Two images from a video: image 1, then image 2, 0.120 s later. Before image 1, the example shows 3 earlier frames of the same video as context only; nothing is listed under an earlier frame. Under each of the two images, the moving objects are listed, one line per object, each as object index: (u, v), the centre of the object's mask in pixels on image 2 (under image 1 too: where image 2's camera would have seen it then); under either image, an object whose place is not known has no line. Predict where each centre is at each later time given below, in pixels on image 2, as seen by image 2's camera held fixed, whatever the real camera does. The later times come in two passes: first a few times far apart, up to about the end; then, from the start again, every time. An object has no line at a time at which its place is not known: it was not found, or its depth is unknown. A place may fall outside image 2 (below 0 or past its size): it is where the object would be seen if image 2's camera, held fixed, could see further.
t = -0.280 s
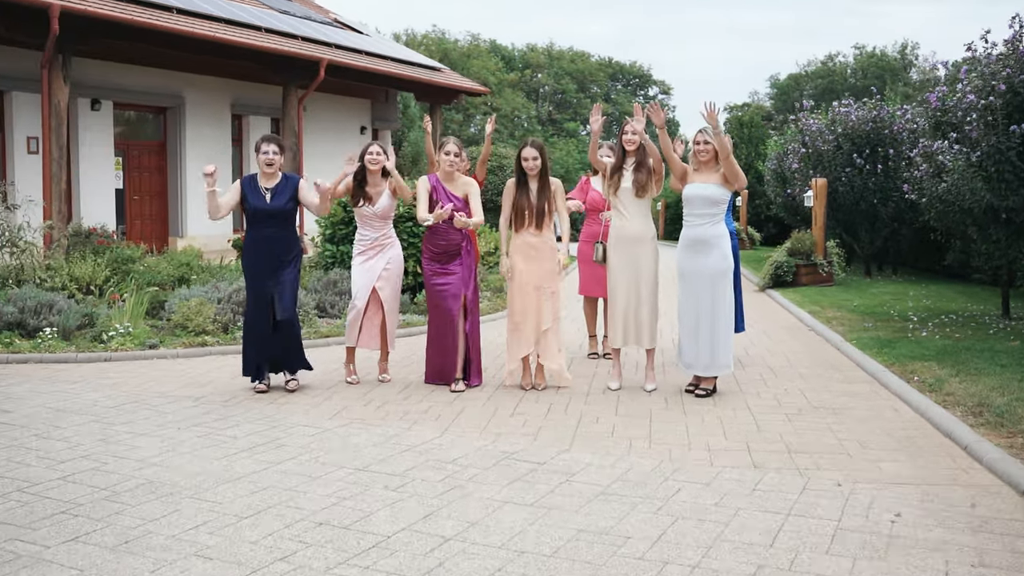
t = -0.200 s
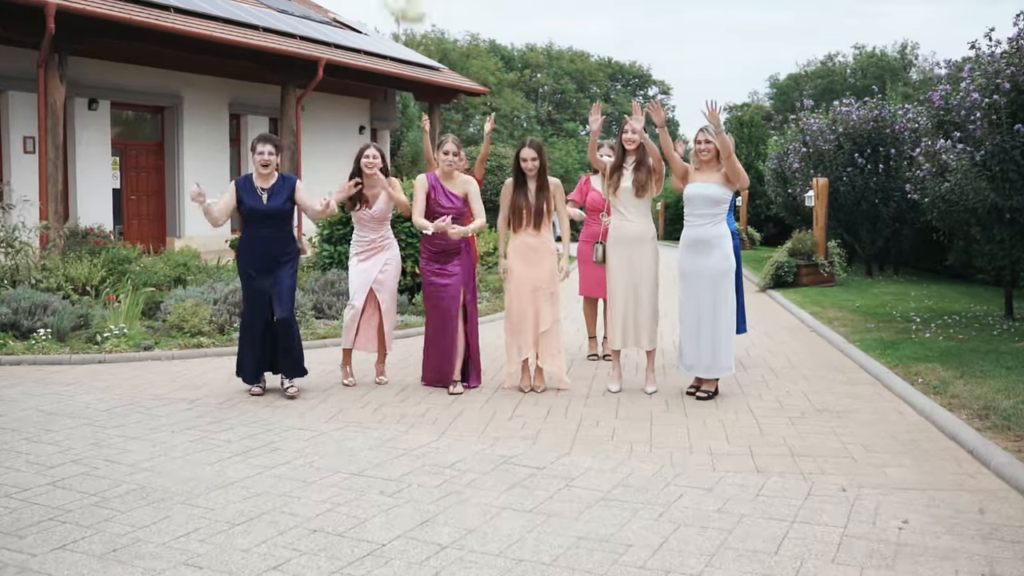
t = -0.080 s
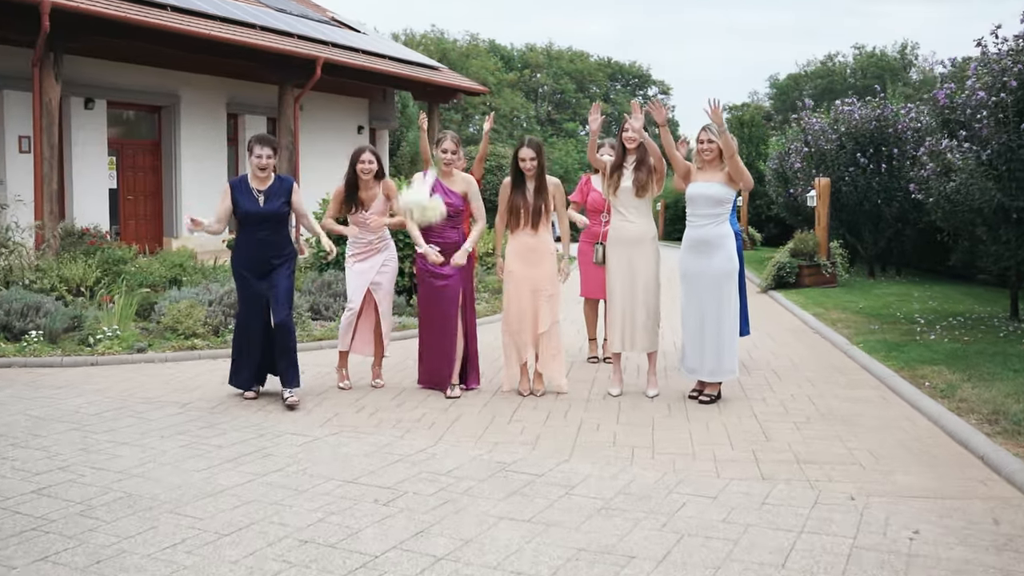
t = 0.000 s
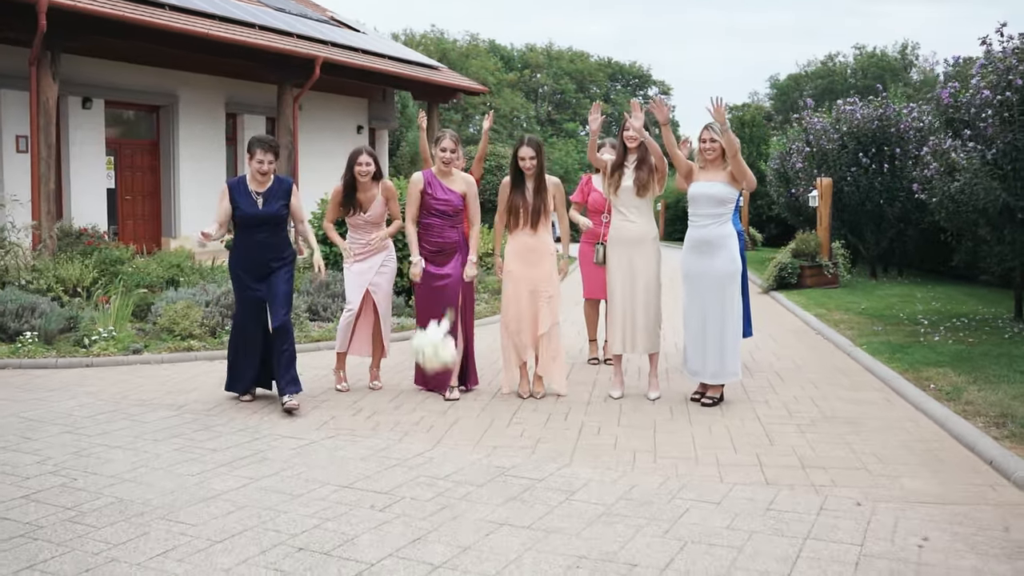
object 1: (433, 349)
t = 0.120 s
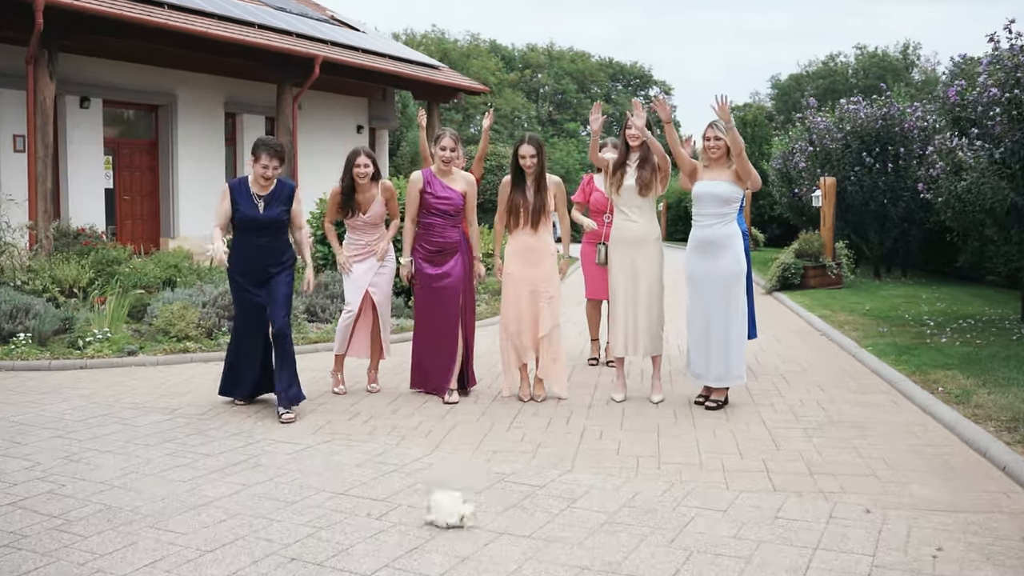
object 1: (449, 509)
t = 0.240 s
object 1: (456, 479)
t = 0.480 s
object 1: (464, 472)
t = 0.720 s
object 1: (479, 486)
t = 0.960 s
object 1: (476, 486)
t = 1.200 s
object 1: (475, 489)
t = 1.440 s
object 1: (475, 489)
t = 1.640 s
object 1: (475, 489)
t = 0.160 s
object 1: (452, 497)
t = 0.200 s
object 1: (453, 487)
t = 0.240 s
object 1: (456, 479)
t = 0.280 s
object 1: (458, 475)
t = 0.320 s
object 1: (458, 474)
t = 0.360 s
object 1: (458, 474)
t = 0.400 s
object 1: (459, 474)
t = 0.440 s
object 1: (463, 472)
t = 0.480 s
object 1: (464, 472)
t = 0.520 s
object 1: (467, 473)
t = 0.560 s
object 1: (470, 476)
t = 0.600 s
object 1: (473, 480)
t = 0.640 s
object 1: (477, 488)
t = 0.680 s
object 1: (478, 489)
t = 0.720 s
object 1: (479, 486)
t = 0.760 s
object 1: (478, 483)
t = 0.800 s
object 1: (477, 483)
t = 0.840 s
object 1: (478, 485)
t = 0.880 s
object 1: (477, 485)
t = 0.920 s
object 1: (477, 486)
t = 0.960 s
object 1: (476, 486)
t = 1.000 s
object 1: (476, 487)
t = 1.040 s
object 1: (476, 488)
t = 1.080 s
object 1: (475, 489)
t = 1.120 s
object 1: (475, 489)
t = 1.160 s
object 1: (475, 489)
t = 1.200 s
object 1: (475, 489)
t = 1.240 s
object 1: (475, 489)
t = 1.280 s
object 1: (475, 489)
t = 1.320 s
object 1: (475, 489)
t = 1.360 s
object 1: (475, 489)
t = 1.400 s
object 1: (475, 489)
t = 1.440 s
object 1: (475, 489)
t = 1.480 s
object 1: (475, 489)
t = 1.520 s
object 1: (475, 489)
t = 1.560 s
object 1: (475, 489)
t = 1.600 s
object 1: (475, 489)
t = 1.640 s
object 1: (475, 489)
